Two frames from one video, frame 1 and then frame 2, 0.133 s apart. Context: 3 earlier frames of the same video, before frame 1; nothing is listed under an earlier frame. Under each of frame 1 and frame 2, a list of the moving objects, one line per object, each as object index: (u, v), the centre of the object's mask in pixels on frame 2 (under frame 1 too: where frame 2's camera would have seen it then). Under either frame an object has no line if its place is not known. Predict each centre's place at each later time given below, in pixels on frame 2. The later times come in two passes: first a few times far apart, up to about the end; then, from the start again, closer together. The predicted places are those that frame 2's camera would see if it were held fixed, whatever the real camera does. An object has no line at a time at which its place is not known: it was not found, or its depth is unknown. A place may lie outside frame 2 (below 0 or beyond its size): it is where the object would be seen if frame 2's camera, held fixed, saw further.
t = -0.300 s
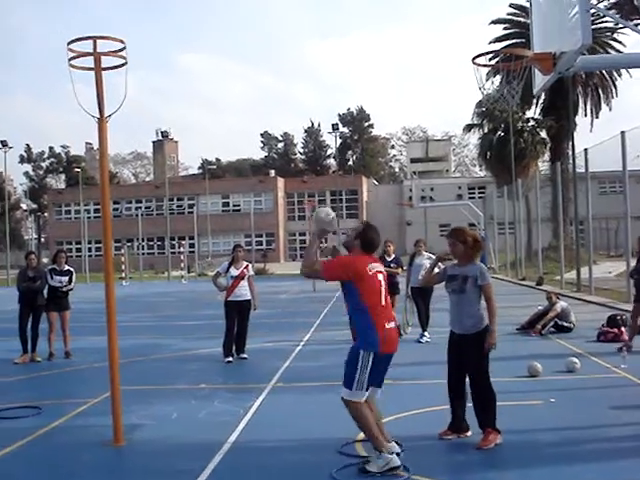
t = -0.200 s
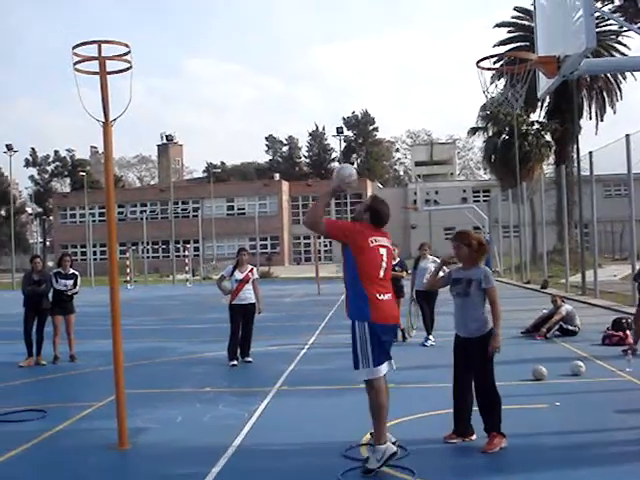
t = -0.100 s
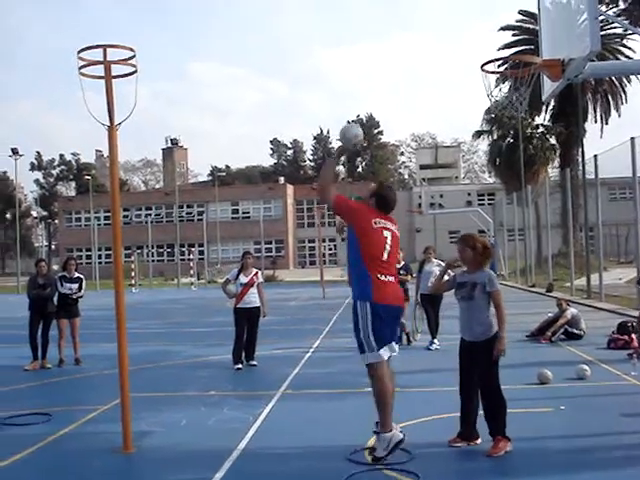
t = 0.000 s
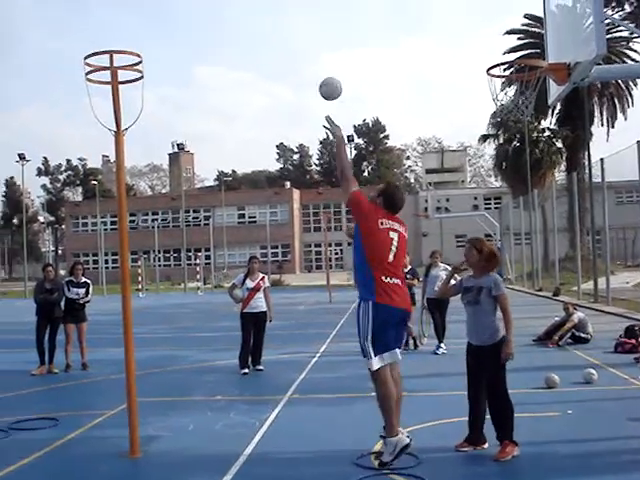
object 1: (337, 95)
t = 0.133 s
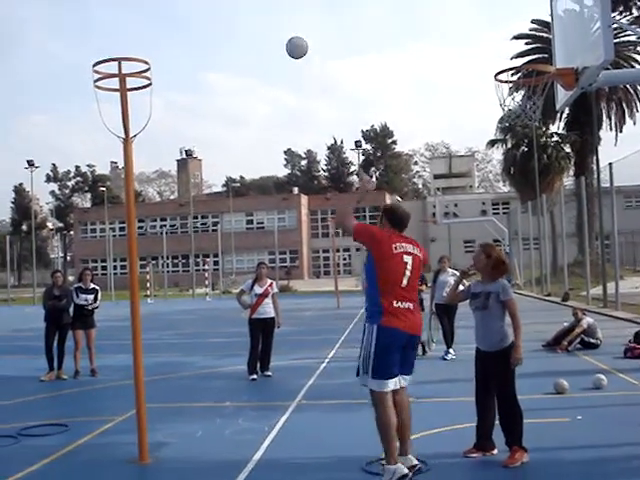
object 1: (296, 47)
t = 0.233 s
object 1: (268, 29)
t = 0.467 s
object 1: (209, 39)
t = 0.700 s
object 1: (157, 108)
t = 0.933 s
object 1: (146, 208)
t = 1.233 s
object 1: (169, 427)
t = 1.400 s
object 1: (182, 427)
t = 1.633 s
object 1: (203, 402)
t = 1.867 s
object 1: (229, 450)
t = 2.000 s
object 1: (242, 464)
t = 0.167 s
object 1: (287, 40)
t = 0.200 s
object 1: (277, 34)
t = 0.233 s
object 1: (268, 29)
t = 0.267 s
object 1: (259, 26)
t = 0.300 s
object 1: (250, 25)
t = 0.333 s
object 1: (242, 25)
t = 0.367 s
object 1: (233, 26)
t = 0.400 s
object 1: (225, 29)
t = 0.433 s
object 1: (217, 33)
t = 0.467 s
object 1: (209, 39)
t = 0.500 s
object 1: (201, 45)
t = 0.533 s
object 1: (193, 53)
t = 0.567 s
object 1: (186, 62)
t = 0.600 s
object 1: (178, 71)
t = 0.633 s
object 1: (171, 83)
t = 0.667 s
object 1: (164, 95)
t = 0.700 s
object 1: (157, 108)
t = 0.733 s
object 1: (150, 123)
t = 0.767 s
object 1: (145, 136)
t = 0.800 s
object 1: (142, 150)
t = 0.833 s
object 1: (140, 164)
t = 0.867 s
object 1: (140, 178)
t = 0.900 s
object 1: (144, 193)
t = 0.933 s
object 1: (146, 208)
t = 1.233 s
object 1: (169, 427)
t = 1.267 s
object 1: (171, 459)
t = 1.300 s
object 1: (175, 456)
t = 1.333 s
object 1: (177, 445)
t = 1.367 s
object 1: (179, 436)
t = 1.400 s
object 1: (182, 427)
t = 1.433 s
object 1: (185, 419)
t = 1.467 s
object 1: (187, 413)
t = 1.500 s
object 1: (191, 408)
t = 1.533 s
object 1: (193, 404)
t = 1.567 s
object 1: (197, 402)
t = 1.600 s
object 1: (200, 402)
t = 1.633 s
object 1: (203, 402)
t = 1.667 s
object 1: (206, 404)
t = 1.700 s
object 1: (210, 408)
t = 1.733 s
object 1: (213, 414)
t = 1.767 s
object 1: (216, 420)
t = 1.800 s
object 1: (220, 429)
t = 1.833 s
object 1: (223, 439)
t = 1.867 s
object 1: (229, 450)
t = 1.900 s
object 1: (234, 462)
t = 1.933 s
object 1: (237, 476)
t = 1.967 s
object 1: (239, 469)
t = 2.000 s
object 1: (242, 464)
